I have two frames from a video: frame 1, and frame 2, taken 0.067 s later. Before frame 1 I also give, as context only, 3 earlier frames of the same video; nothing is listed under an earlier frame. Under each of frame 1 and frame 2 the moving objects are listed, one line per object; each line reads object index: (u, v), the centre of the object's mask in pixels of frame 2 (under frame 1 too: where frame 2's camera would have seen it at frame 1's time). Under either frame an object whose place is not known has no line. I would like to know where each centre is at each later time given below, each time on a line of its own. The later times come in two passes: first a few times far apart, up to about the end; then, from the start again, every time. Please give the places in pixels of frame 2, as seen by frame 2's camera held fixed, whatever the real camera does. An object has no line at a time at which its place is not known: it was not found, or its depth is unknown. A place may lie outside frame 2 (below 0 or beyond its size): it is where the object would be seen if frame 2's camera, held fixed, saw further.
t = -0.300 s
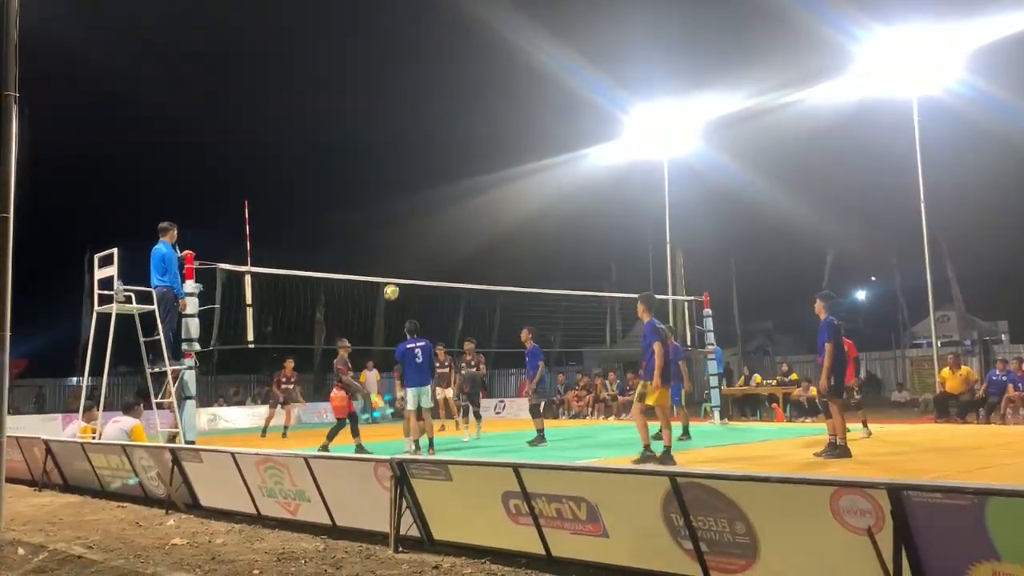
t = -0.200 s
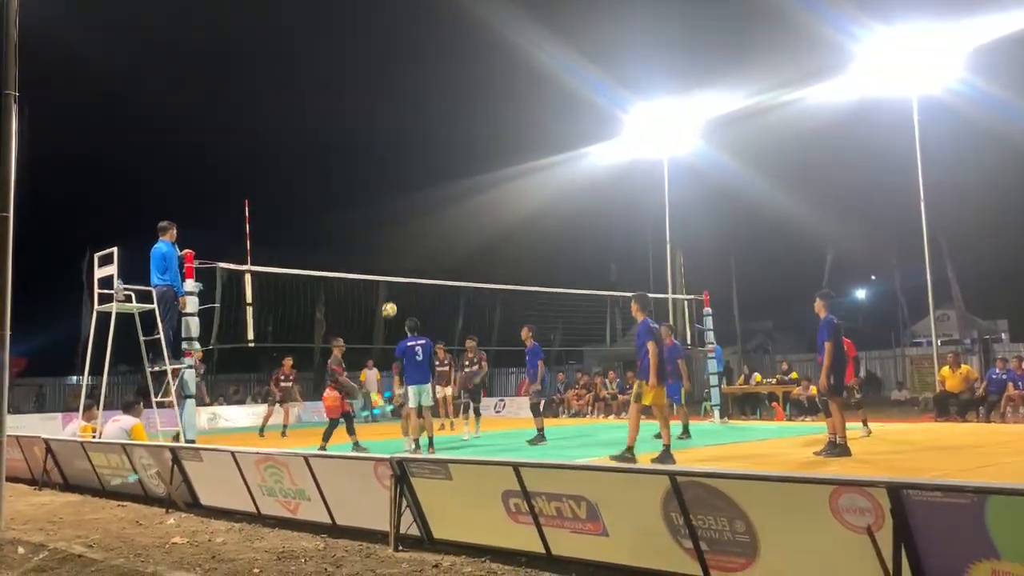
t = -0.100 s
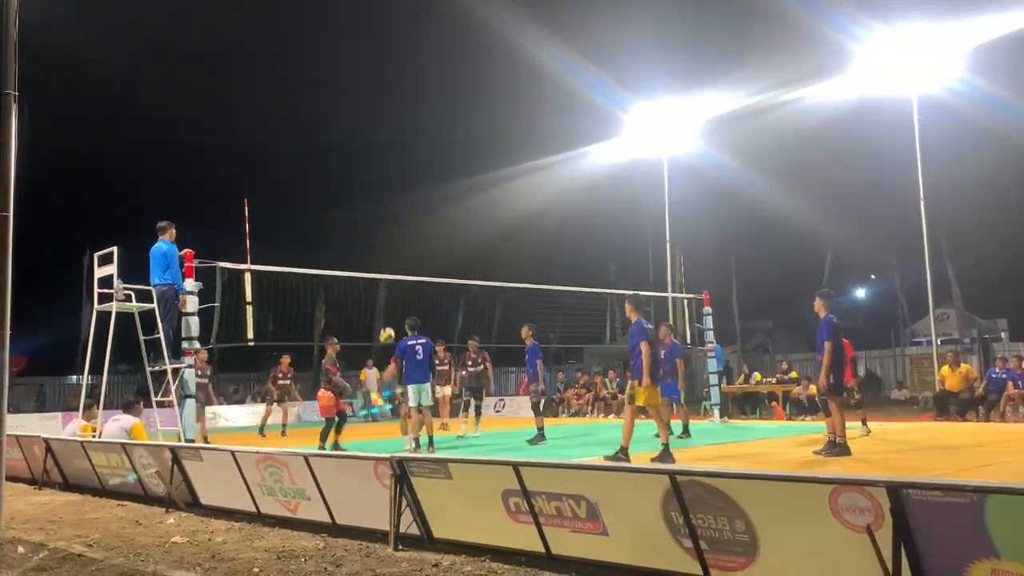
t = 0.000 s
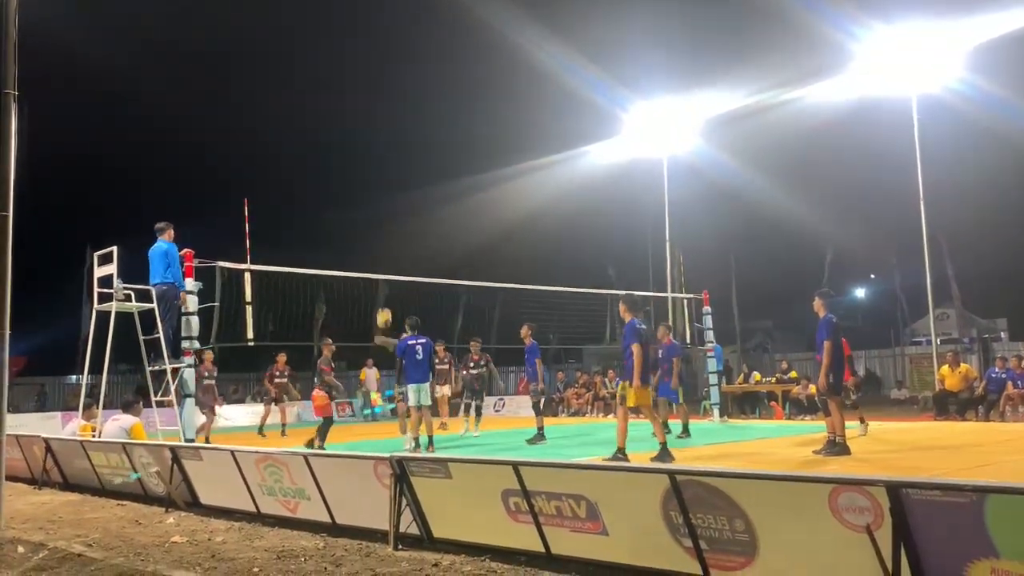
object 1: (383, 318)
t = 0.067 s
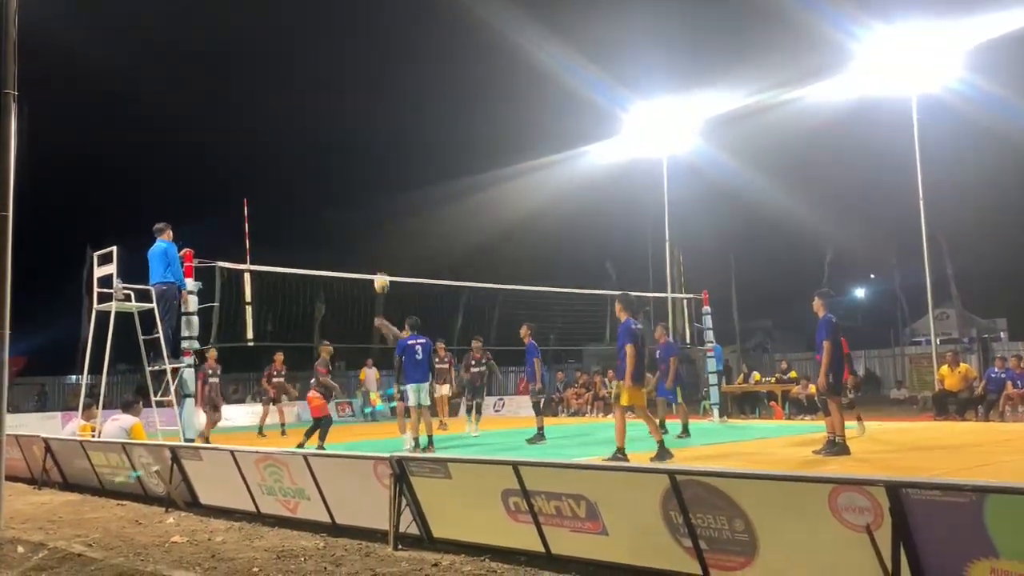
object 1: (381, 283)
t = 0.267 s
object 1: (373, 197)
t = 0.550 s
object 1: (365, 124)
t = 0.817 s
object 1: (358, 106)
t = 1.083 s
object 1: (354, 134)
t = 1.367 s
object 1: (351, 213)
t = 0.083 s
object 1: (380, 272)
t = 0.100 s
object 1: (380, 265)
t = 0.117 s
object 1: (379, 258)
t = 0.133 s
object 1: (379, 250)
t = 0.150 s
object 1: (378, 243)
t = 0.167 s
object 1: (377, 236)
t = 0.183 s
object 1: (377, 229)
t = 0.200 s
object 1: (376, 222)
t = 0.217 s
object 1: (375, 215)
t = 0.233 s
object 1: (375, 209)
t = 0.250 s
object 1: (374, 203)
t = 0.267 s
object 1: (373, 197)
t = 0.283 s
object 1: (373, 191)
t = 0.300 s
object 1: (372, 185)
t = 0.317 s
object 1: (372, 180)
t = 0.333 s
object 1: (371, 175)
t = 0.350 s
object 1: (370, 170)
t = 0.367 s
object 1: (370, 165)
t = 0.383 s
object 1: (369, 160)
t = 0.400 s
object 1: (369, 156)
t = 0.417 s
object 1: (368, 152)
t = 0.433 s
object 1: (368, 147)
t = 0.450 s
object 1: (367, 143)
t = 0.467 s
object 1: (367, 140)
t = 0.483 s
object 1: (366, 136)
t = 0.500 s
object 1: (366, 133)
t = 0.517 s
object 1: (366, 130)
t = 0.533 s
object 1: (365, 127)
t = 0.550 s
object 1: (365, 124)
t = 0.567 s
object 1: (364, 122)
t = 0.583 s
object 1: (364, 119)
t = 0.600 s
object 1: (363, 117)
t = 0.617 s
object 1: (363, 115)
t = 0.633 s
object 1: (362, 113)
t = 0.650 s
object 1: (362, 111)
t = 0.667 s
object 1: (362, 110)
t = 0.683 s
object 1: (361, 109)
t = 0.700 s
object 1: (361, 107)
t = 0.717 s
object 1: (360, 107)
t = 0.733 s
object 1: (360, 106)
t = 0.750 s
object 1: (360, 106)
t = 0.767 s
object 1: (359, 105)
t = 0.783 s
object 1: (359, 105)
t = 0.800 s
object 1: (359, 105)
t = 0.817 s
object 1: (358, 106)
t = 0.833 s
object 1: (358, 106)
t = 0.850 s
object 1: (358, 107)
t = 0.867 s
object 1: (358, 107)
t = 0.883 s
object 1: (357, 108)
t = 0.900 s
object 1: (357, 109)
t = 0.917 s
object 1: (357, 111)
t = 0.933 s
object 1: (356, 112)
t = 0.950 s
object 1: (356, 114)
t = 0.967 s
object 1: (356, 116)
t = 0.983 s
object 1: (356, 118)
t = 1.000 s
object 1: (355, 120)
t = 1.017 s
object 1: (355, 122)
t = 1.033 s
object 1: (355, 125)
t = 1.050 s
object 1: (355, 128)
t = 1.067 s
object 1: (354, 131)
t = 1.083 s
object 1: (354, 134)
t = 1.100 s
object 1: (354, 137)
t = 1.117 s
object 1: (354, 141)
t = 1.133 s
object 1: (354, 144)
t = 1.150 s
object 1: (353, 148)
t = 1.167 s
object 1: (353, 152)
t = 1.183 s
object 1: (353, 156)
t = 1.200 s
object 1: (353, 161)
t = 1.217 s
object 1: (353, 165)
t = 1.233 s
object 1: (353, 170)
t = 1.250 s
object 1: (352, 174)
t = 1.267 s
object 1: (352, 180)
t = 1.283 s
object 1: (352, 185)
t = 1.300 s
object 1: (352, 190)
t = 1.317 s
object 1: (352, 196)
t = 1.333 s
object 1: (352, 202)
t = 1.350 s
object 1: (352, 207)
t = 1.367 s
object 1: (351, 213)
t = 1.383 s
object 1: (351, 220)
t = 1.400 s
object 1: (351, 226)
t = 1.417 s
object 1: (351, 232)
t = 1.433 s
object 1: (351, 239)
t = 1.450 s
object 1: (351, 246)
